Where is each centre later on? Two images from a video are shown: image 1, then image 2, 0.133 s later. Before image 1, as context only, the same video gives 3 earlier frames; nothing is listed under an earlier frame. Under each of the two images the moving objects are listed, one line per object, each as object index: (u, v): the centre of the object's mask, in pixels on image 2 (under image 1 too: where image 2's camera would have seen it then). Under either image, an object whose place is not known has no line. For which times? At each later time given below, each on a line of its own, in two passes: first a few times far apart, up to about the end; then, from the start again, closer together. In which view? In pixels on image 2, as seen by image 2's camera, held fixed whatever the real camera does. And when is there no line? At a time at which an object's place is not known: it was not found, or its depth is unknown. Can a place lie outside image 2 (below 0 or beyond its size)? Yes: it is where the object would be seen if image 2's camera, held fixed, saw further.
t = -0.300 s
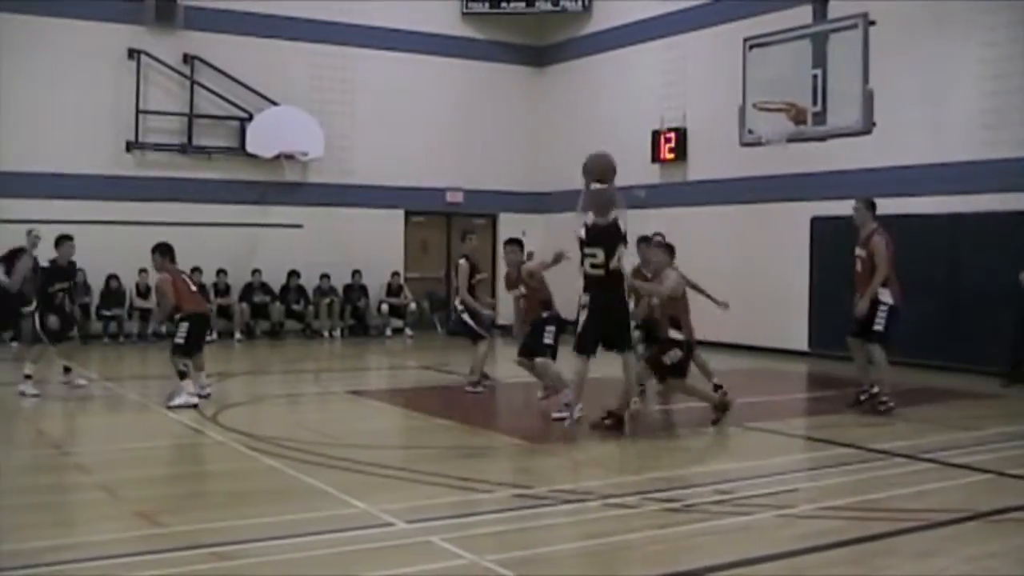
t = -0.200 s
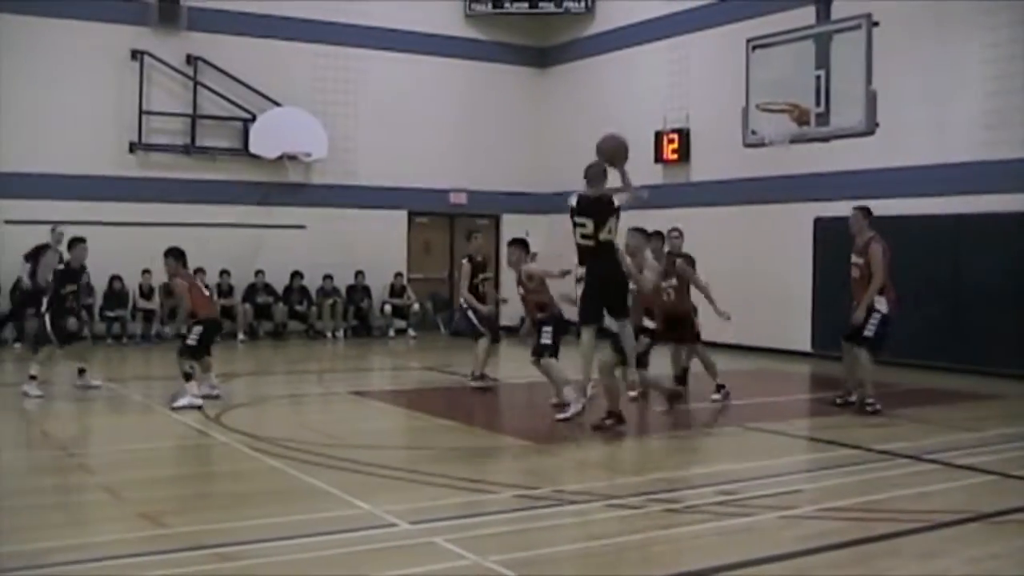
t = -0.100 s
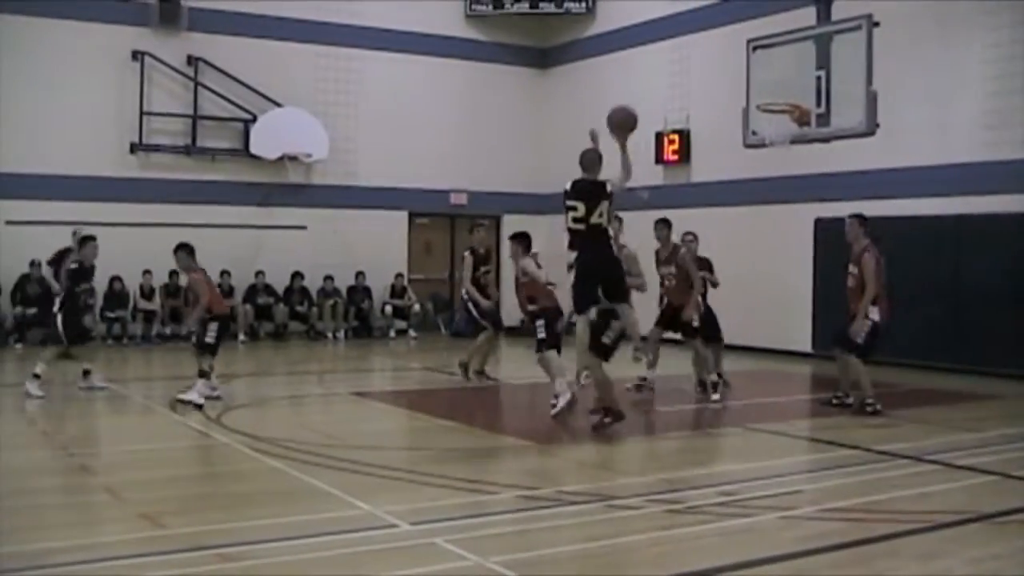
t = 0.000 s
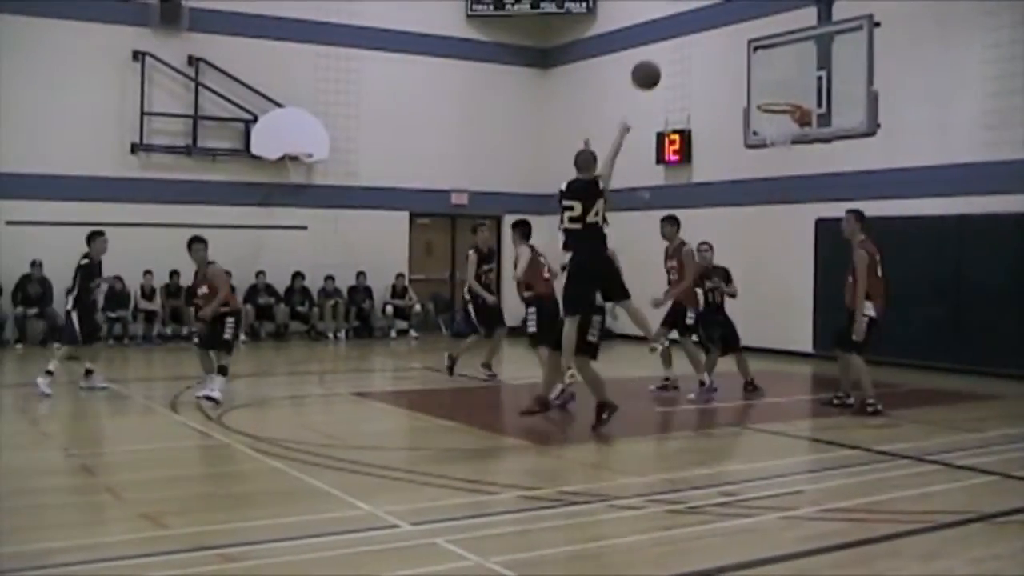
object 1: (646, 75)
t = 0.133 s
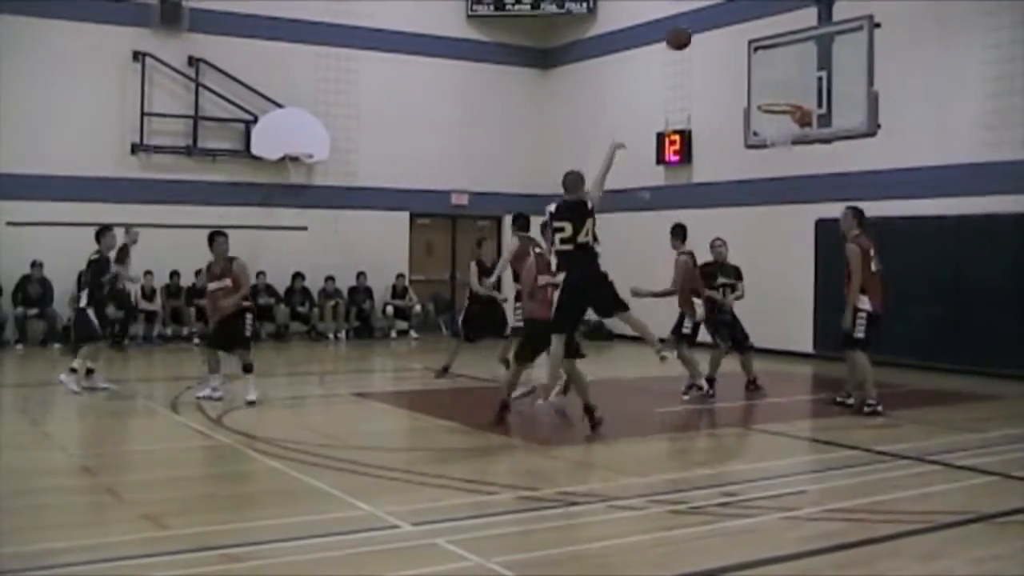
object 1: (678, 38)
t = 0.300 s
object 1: (712, 20)
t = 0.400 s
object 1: (730, 25)
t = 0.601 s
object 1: (763, 62)
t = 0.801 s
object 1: (786, 80)
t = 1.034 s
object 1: (805, 73)
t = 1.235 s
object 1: (791, 84)
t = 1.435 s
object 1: (773, 120)
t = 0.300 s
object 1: (712, 20)
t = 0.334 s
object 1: (719, 21)
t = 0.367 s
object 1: (724, 22)
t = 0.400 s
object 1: (730, 25)
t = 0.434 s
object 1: (736, 27)
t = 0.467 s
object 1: (742, 33)
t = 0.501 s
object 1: (748, 39)
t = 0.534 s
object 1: (753, 46)
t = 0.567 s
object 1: (758, 55)
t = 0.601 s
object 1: (763, 62)
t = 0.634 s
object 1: (768, 71)
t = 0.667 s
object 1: (773, 81)
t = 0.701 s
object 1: (778, 91)
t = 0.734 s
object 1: (781, 90)
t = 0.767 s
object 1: (783, 85)
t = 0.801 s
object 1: (786, 80)
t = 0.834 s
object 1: (788, 76)
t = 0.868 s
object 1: (792, 73)
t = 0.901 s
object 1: (794, 70)
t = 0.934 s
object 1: (797, 70)
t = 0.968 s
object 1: (799, 70)
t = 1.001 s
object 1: (802, 71)
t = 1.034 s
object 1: (805, 73)
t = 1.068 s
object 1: (804, 74)
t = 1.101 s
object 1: (802, 74)
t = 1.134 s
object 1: (800, 75)
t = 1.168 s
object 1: (797, 77)
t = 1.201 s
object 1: (794, 80)
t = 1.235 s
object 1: (791, 84)
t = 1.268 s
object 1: (789, 89)
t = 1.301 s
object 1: (786, 94)
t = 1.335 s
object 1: (784, 101)
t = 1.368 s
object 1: (780, 106)
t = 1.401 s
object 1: (775, 111)
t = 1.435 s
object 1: (773, 120)
